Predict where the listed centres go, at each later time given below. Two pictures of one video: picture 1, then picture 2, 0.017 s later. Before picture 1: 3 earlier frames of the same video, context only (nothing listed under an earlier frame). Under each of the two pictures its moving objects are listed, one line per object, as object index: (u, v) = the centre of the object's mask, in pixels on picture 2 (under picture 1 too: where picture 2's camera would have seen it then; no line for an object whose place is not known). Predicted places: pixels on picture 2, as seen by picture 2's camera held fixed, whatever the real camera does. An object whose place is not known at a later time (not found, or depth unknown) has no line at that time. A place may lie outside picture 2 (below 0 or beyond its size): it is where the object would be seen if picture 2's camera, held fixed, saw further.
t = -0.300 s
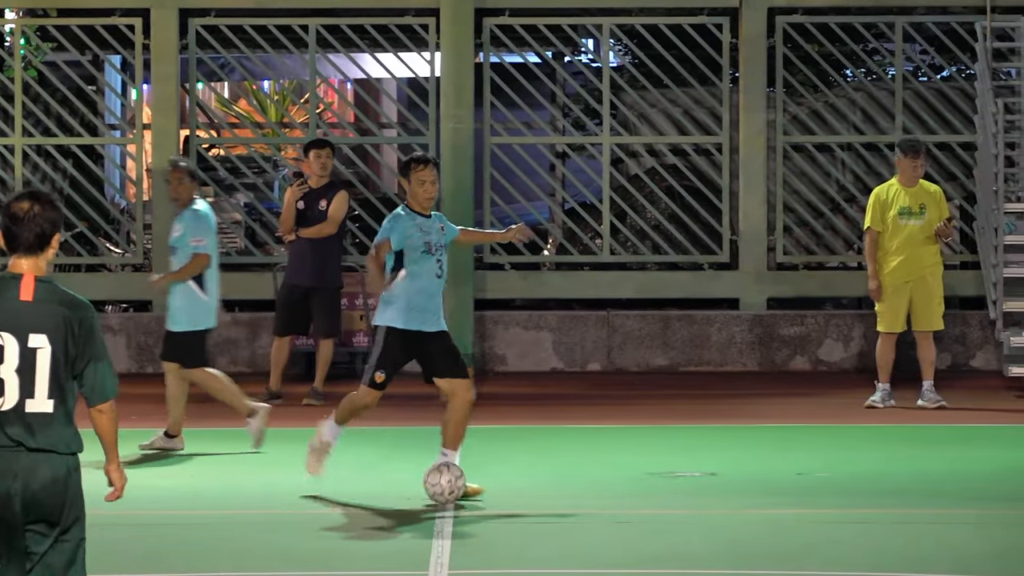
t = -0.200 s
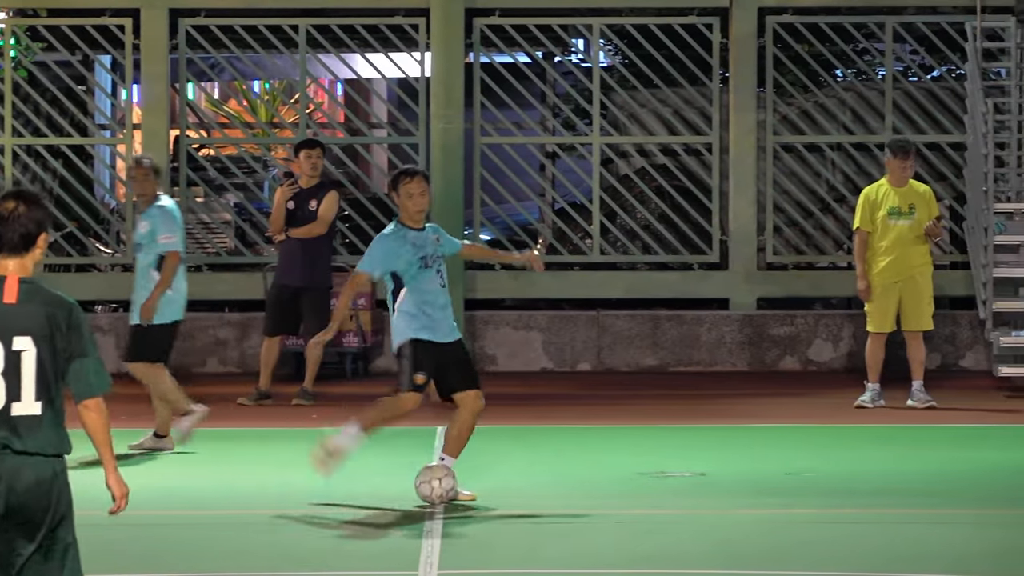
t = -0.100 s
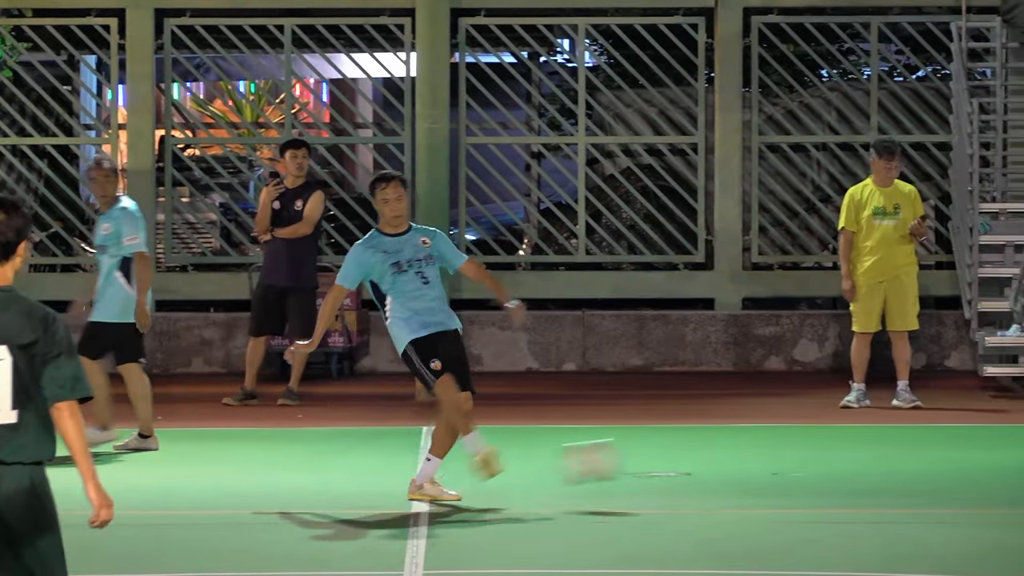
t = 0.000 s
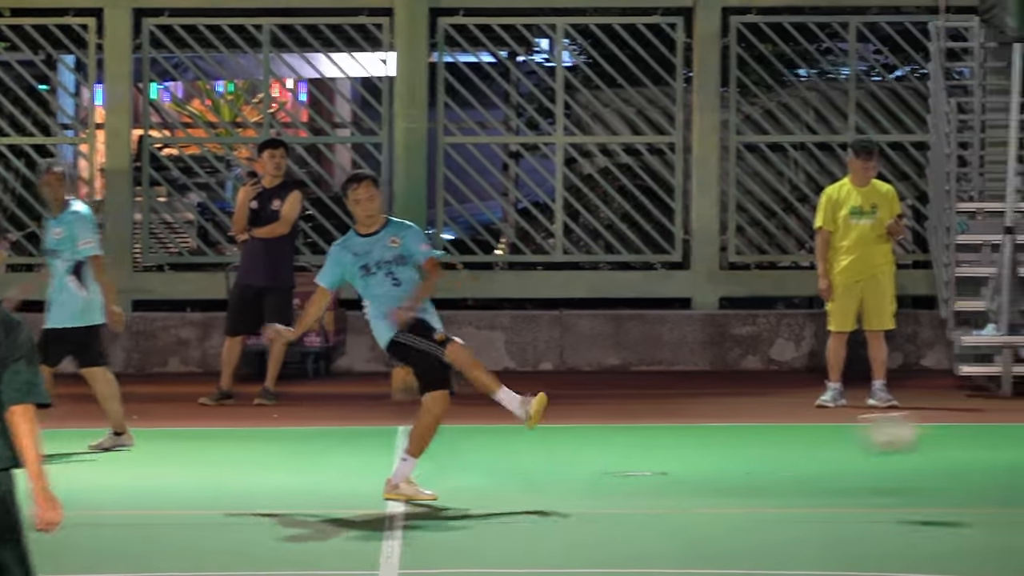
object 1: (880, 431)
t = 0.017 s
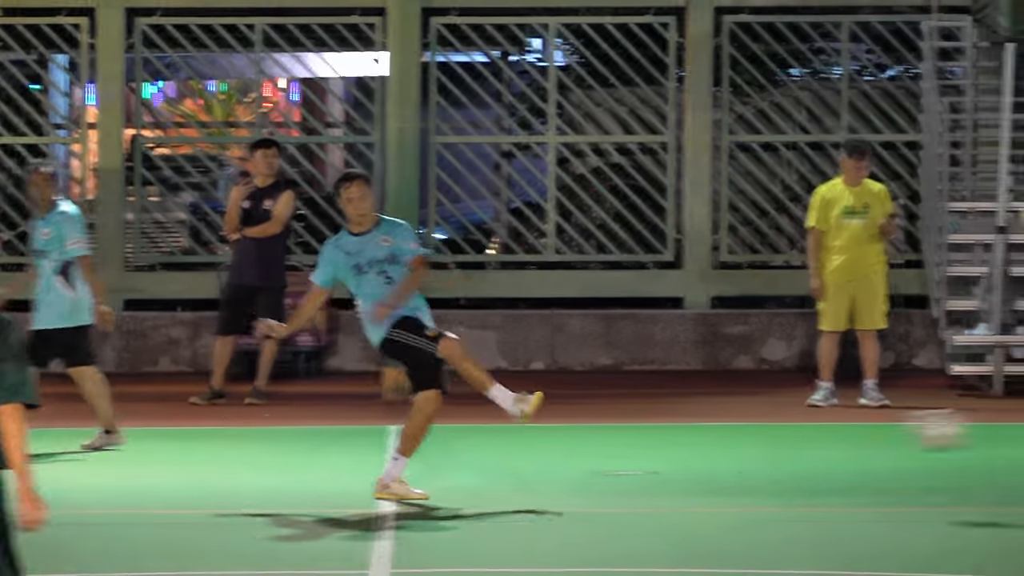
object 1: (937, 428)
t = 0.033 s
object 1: (993, 426)
